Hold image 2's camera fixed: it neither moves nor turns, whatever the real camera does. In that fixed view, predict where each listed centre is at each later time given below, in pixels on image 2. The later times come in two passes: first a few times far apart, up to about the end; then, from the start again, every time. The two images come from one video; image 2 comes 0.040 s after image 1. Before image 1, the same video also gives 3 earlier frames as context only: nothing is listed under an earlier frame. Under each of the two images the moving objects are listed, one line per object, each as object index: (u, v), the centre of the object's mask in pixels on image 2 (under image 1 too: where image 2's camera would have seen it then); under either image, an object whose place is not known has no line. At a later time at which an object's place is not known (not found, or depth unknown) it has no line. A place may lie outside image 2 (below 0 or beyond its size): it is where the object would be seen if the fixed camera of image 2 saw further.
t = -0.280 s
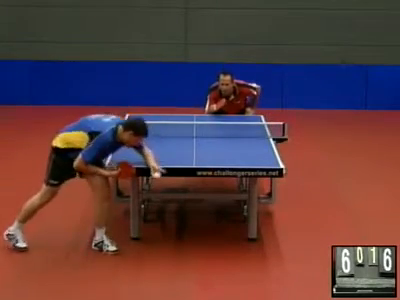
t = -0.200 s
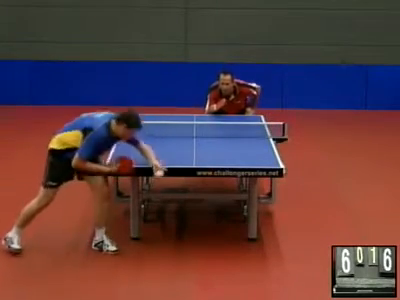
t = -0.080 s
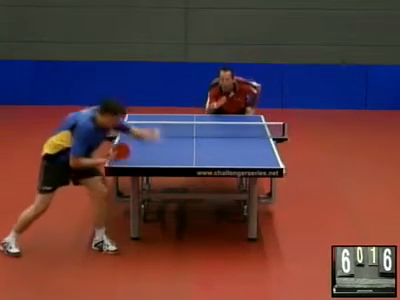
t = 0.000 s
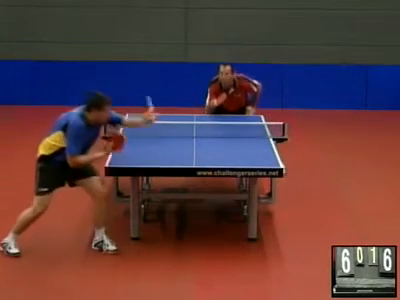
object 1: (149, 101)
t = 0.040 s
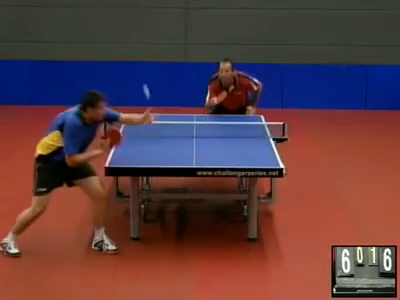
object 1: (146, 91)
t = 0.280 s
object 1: (124, 55)
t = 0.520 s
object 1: (103, 89)
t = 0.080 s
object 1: (142, 80)
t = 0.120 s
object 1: (139, 71)
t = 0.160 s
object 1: (135, 64)
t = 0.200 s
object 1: (131, 59)
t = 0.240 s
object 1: (128, 56)
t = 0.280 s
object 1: (124, 55)
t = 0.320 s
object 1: (120, 55)
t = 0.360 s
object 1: (117, 58)
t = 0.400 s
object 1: (113, 63)
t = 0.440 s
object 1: (110, 69)
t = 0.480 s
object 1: (106, 78)
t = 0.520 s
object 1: (103, 89)
